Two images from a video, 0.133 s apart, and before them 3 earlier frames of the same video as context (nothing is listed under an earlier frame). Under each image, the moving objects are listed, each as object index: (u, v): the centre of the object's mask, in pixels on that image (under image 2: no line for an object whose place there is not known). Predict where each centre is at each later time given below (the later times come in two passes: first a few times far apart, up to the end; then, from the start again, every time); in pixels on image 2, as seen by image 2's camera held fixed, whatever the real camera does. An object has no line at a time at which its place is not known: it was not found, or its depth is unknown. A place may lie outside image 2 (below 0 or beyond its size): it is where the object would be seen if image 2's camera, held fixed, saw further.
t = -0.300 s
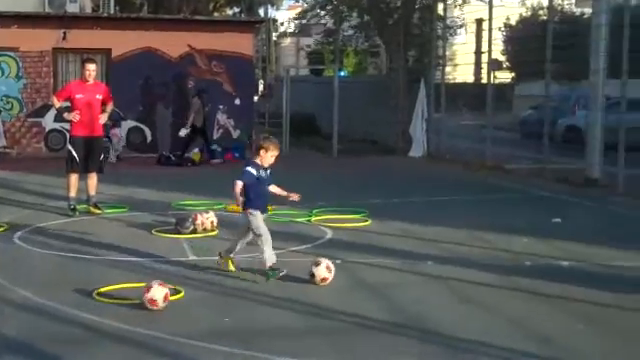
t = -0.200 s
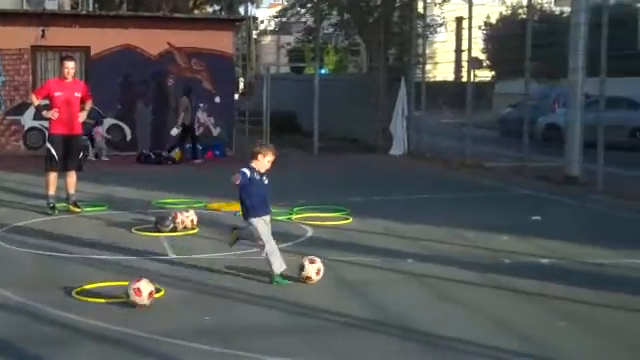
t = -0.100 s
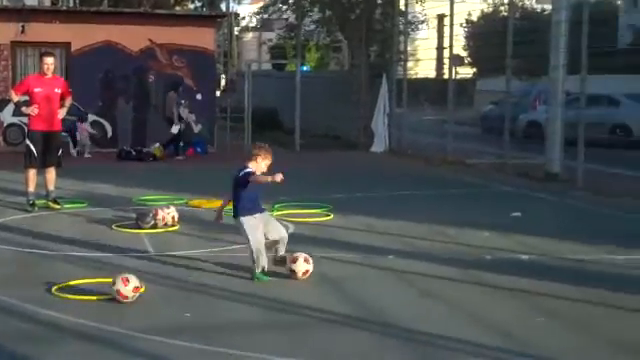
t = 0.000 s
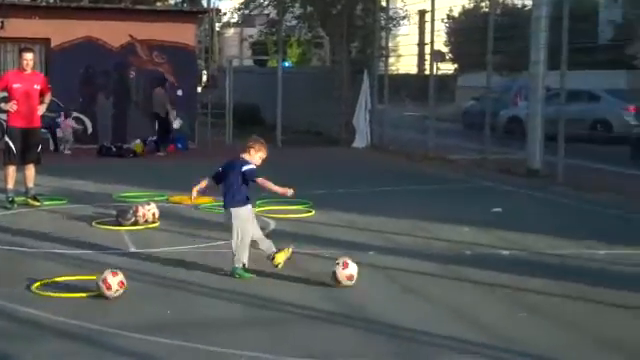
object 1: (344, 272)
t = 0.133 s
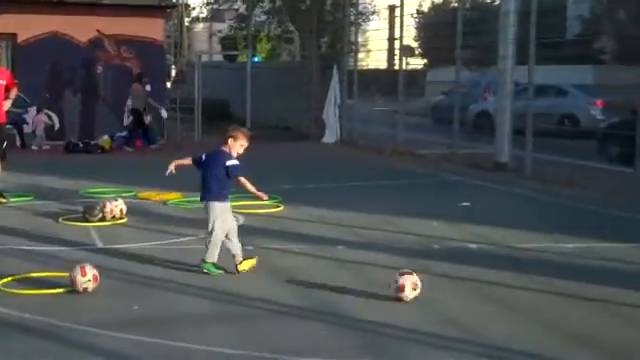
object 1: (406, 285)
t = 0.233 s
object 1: (475, 297)
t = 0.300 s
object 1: (519, 305)
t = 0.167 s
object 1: (428, 290)
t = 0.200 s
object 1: (452, 293)
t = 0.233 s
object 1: (475, 297)
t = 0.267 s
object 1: (498, 303)
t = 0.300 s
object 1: (519, 305)
